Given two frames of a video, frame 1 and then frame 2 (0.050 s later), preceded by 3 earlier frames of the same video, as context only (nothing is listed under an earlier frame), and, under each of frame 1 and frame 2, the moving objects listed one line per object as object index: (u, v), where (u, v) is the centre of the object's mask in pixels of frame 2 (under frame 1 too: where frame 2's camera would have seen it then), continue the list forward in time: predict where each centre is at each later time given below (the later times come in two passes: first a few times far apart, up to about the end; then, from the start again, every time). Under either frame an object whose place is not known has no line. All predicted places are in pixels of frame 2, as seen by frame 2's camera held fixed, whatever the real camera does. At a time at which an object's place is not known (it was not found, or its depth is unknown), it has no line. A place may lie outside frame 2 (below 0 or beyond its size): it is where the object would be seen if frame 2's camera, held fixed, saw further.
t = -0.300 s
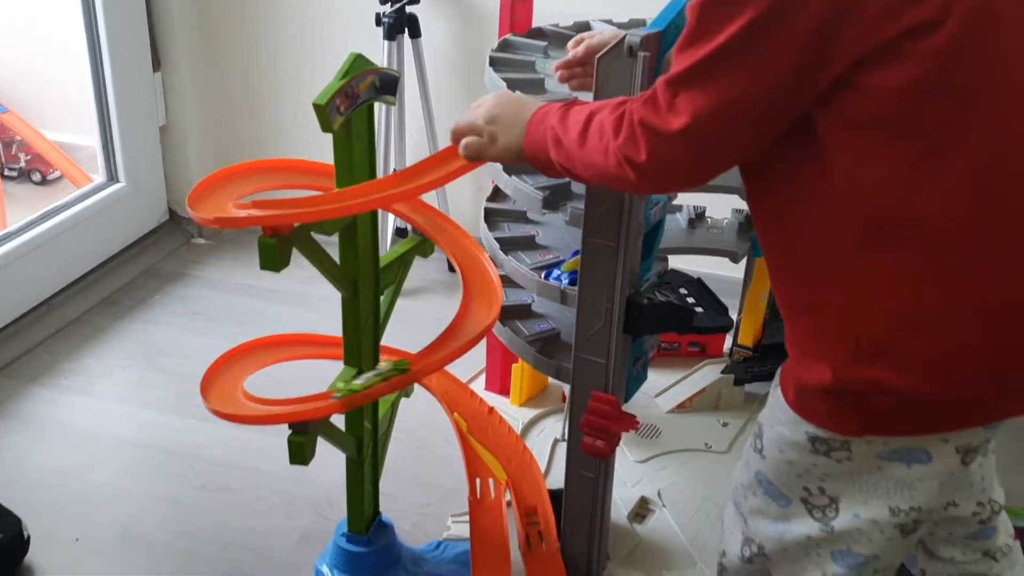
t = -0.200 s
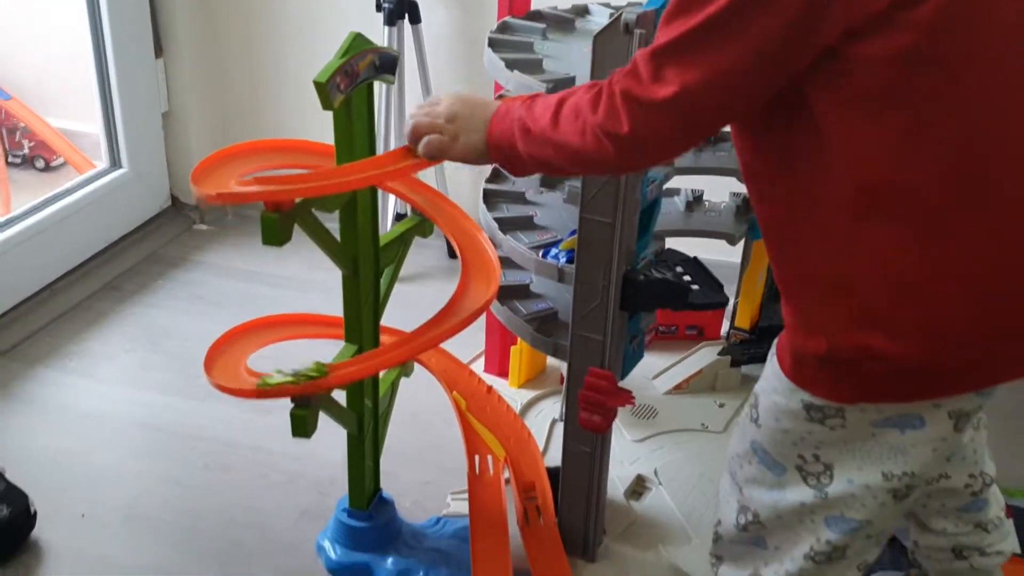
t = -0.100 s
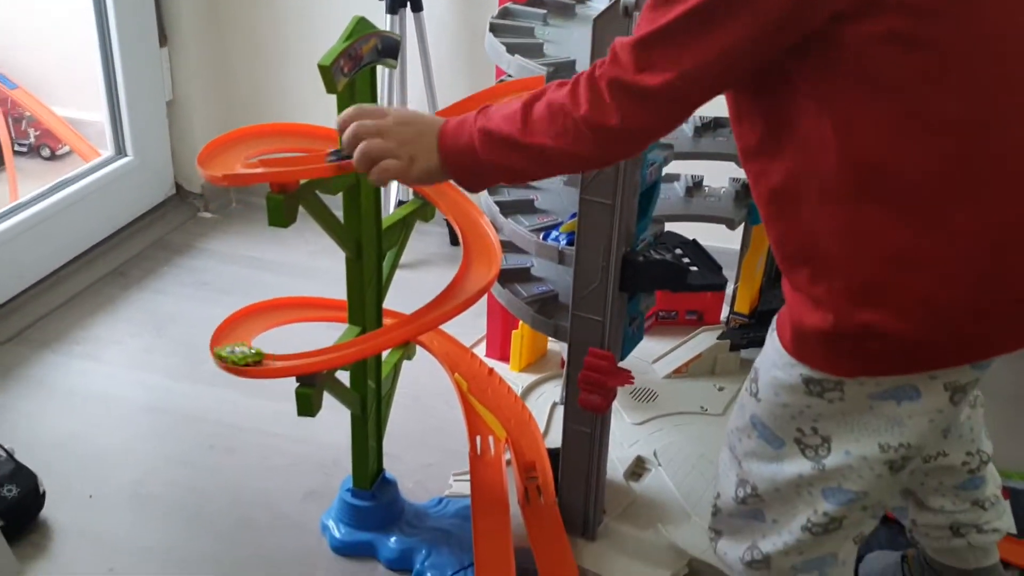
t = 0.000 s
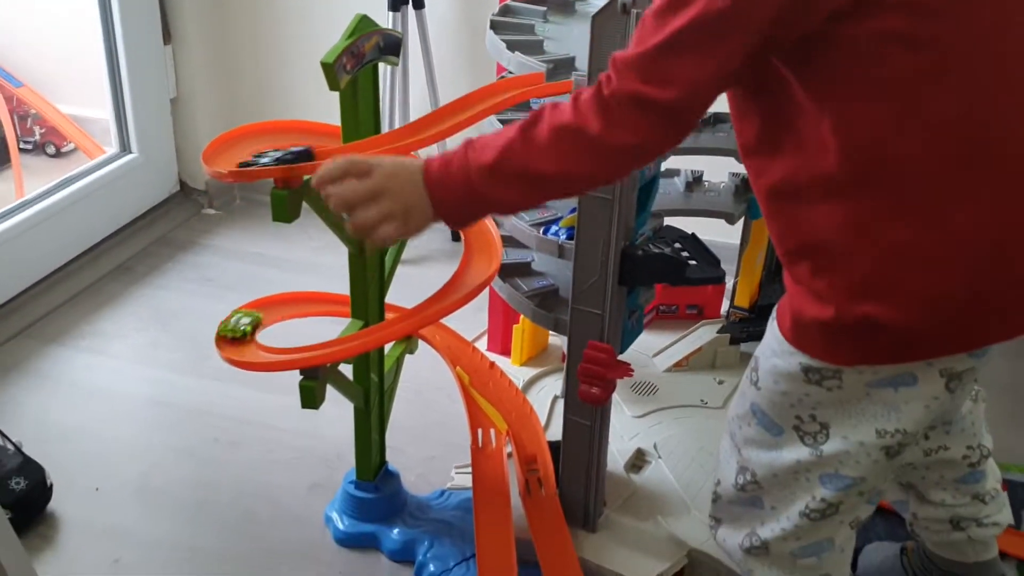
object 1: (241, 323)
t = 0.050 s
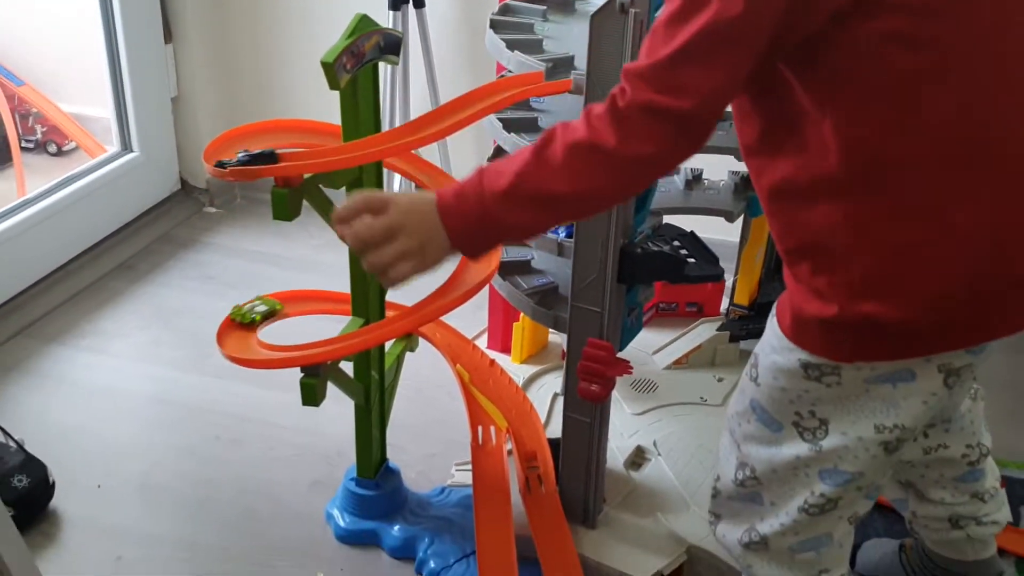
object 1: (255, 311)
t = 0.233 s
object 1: (339, 299)
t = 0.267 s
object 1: (393, 308)
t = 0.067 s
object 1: (261, 308)
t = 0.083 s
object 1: (268, 305)
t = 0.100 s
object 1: (276, 303)
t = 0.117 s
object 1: (285, 301)
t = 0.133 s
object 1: (293, 299)
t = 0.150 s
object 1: (302, 299)
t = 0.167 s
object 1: (311, 298)
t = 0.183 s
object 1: (321, 298)
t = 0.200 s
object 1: (327, 299)
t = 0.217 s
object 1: (332, 298)
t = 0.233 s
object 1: (339, 299)
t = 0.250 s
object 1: (344, 299)
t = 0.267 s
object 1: (393, 308)
